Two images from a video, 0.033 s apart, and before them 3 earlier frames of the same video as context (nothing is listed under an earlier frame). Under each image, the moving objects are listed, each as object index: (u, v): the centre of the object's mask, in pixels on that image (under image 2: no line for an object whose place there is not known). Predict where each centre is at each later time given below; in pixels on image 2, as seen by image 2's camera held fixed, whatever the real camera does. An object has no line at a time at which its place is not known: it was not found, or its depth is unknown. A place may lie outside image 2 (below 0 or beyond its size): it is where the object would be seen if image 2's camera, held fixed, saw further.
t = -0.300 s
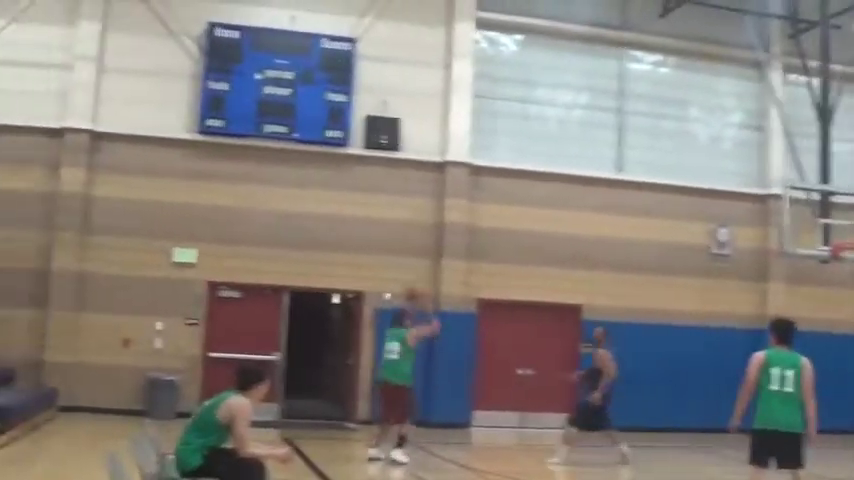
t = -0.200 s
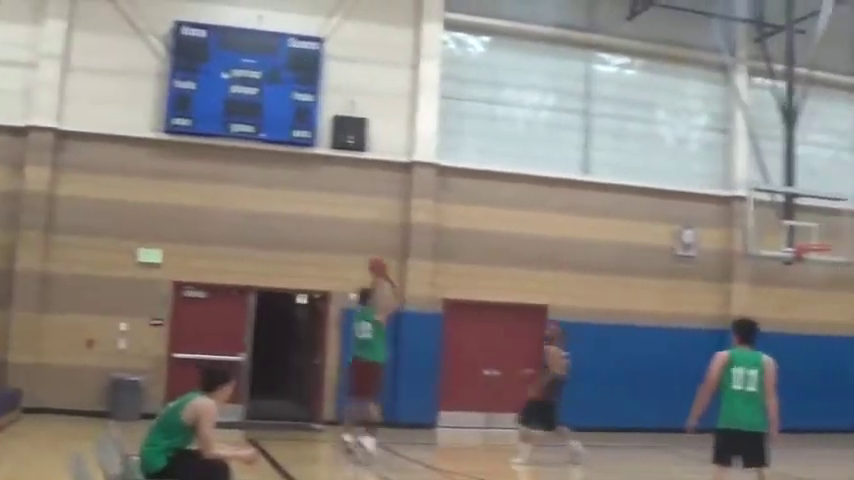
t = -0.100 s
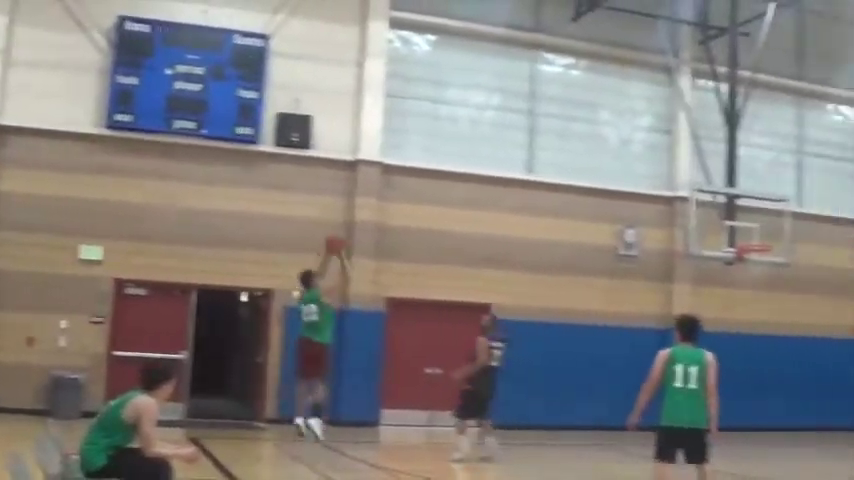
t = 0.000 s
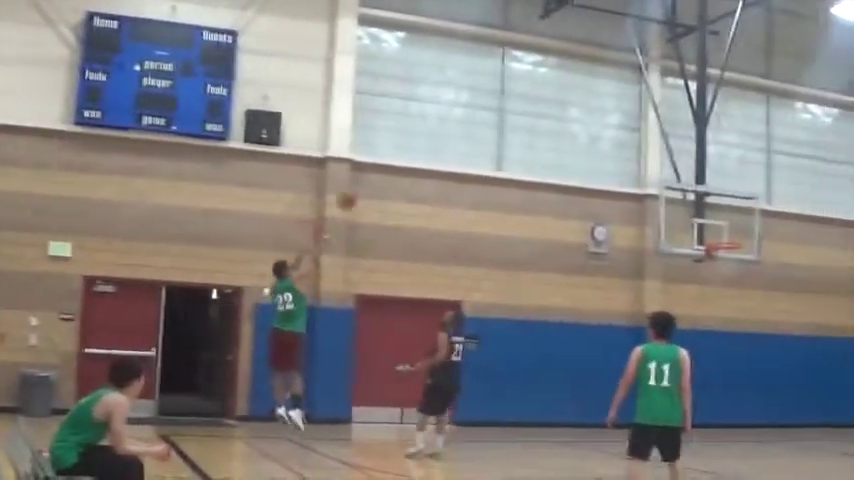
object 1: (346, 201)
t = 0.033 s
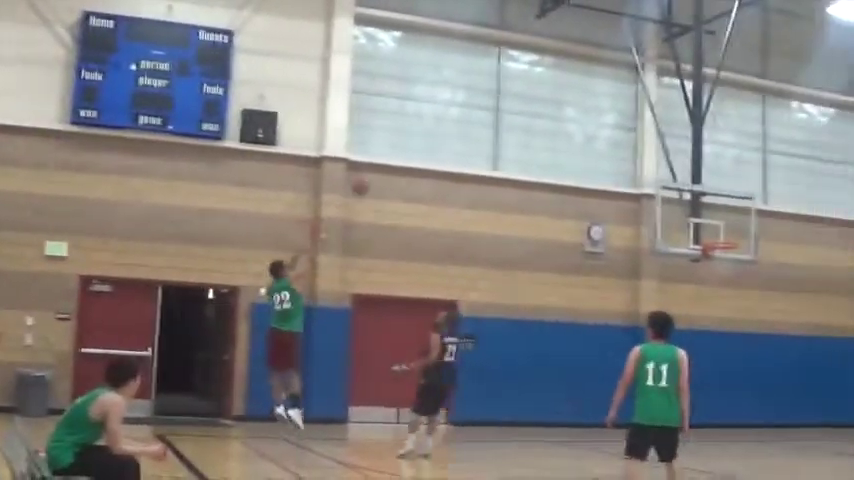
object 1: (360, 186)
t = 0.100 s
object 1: (391, 163)
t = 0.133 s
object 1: (407, 155)
